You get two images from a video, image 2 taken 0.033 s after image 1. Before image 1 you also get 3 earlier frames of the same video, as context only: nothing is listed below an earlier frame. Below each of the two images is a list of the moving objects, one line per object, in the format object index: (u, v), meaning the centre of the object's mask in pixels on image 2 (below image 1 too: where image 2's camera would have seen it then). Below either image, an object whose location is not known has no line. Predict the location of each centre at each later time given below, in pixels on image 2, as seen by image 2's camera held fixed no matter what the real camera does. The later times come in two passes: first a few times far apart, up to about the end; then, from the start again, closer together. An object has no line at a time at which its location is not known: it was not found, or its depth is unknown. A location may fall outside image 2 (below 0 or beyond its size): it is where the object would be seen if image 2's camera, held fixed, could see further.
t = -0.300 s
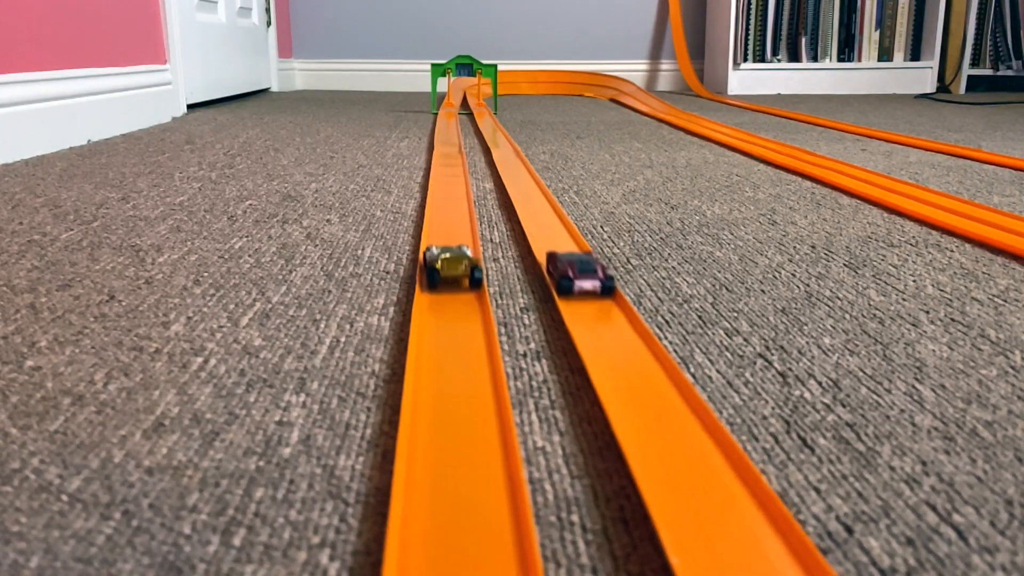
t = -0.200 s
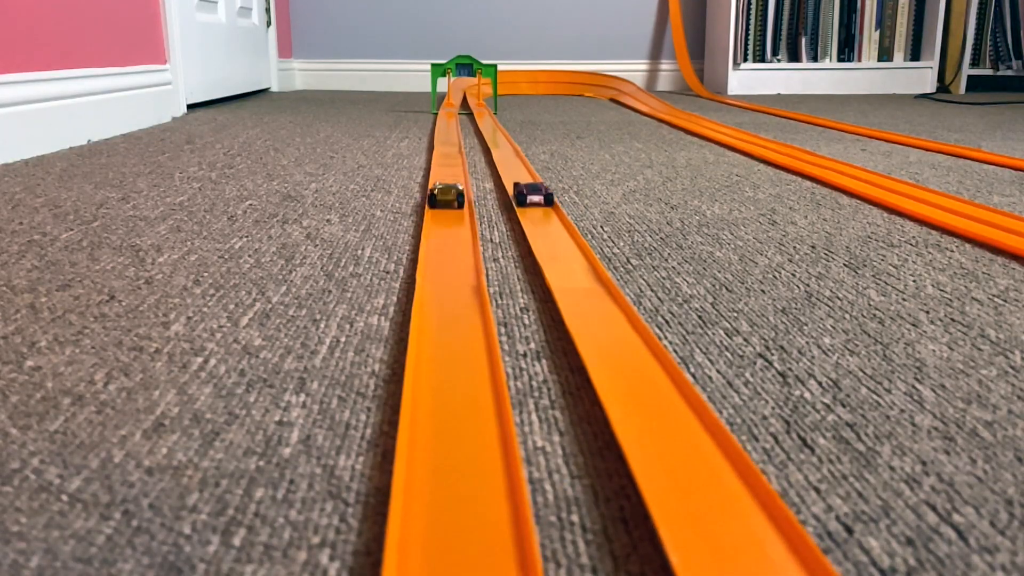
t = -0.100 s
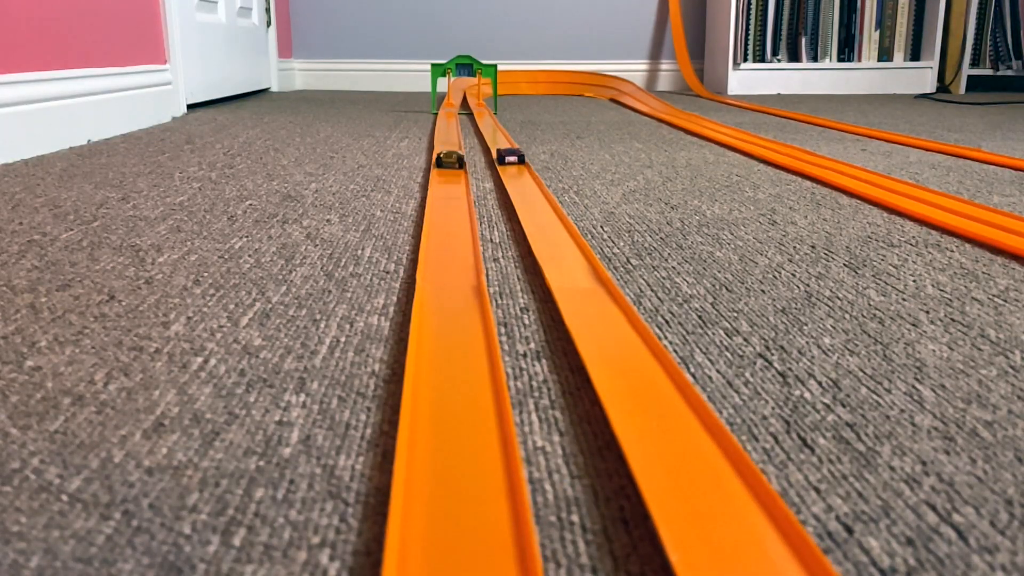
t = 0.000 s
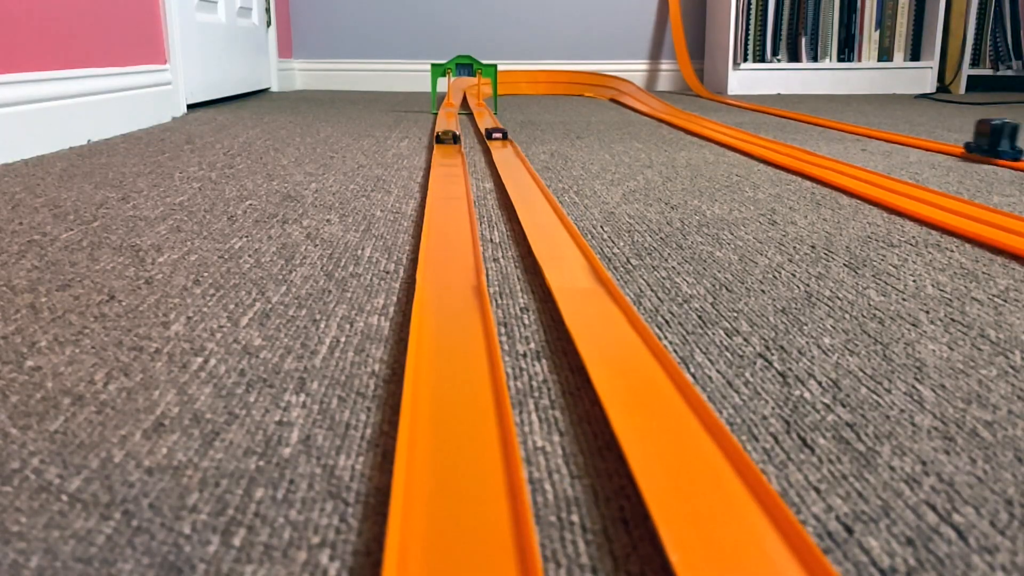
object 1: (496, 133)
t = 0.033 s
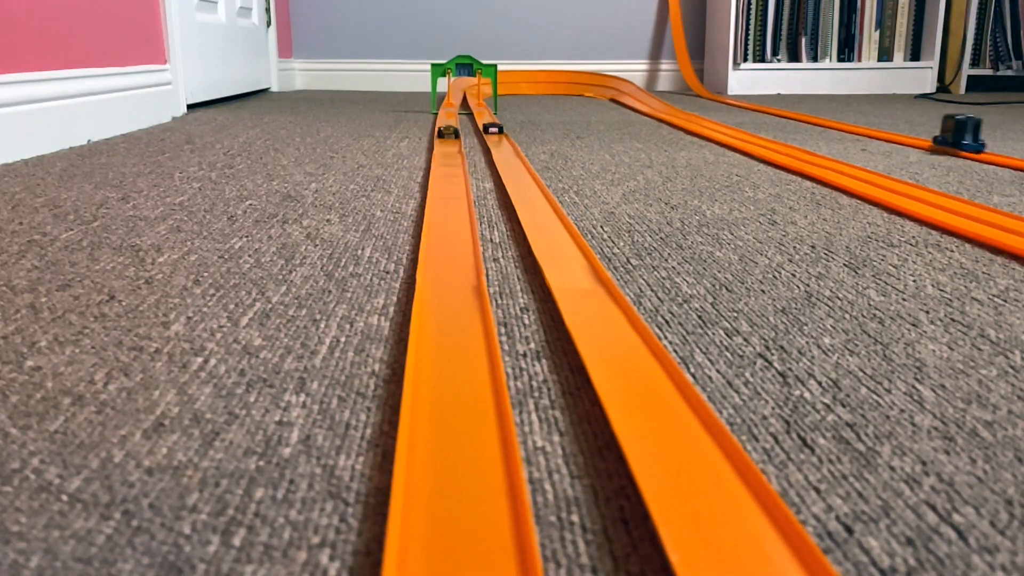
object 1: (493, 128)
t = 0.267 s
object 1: (477, 102)
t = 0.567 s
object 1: (505, 87)
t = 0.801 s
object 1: (610, 91)
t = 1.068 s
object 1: (643, 105)
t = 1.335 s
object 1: (698, 125)
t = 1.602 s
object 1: (801, 160)
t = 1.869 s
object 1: (1013, 235)
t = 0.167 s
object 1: (483, 111)
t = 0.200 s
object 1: (481, 107)
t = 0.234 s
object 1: (479, 104)
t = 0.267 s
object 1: (477, 102)
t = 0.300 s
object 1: (476, 100)
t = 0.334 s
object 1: (474, 98)
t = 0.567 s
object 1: (505, 87)
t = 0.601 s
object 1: (523, 87)
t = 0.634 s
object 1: (544, 87)
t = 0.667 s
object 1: (565, 87)
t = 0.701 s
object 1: (581, 87)
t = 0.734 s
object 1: (594, 88)
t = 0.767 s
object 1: (603, 89)
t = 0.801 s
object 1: (610, 91)
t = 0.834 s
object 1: (615, 92)
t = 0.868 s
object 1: (617, 93)
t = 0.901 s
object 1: (620, 95)
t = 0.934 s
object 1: (625, 97)
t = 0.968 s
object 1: (629, 99)
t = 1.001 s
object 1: (633, 101)
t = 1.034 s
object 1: (638, 103)
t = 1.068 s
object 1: (643, 105)
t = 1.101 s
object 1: (648, 107)
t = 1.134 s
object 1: (654, 109)
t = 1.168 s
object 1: (660, 111)
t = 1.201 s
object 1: (667, 113)
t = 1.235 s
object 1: (673, 115)
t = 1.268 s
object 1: (681, 118)
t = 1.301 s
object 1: (689, 121)
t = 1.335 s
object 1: (698, 125)
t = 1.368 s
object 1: (708, 128)
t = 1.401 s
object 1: (718, 131)
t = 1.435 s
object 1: (729, 135)
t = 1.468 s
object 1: (741, 139)
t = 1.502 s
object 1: (754, 143)
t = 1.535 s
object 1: (768, 148)
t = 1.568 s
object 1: (784, 154)
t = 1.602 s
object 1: (801, 160)
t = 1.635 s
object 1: (820, 166)
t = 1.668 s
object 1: (842, 174)
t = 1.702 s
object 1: (867, 182)
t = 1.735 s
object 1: (895, 192)
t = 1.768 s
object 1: (926, 203)
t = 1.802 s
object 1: (963, 215)
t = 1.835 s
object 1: (994, 226)
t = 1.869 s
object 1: (1013, 235)
